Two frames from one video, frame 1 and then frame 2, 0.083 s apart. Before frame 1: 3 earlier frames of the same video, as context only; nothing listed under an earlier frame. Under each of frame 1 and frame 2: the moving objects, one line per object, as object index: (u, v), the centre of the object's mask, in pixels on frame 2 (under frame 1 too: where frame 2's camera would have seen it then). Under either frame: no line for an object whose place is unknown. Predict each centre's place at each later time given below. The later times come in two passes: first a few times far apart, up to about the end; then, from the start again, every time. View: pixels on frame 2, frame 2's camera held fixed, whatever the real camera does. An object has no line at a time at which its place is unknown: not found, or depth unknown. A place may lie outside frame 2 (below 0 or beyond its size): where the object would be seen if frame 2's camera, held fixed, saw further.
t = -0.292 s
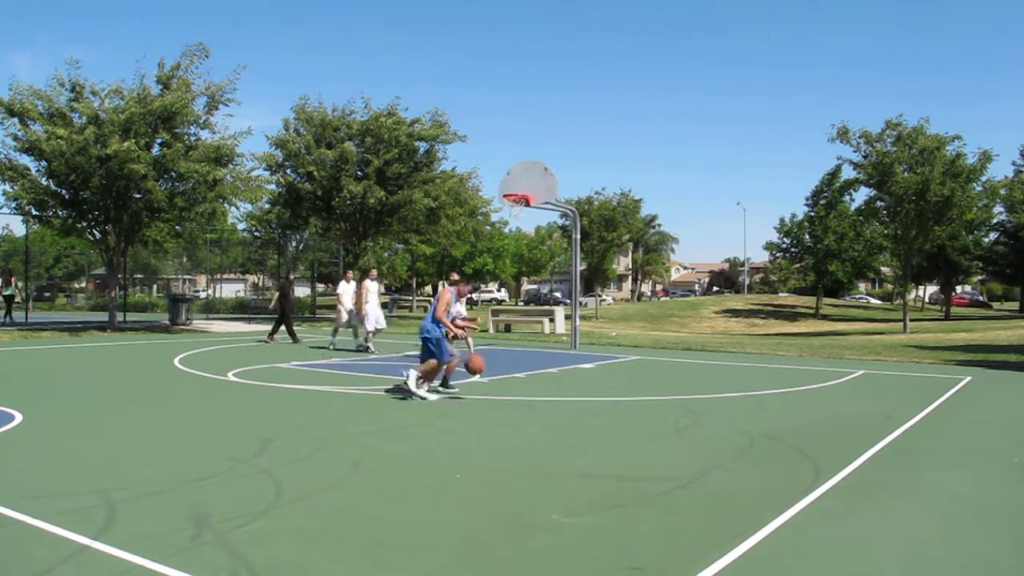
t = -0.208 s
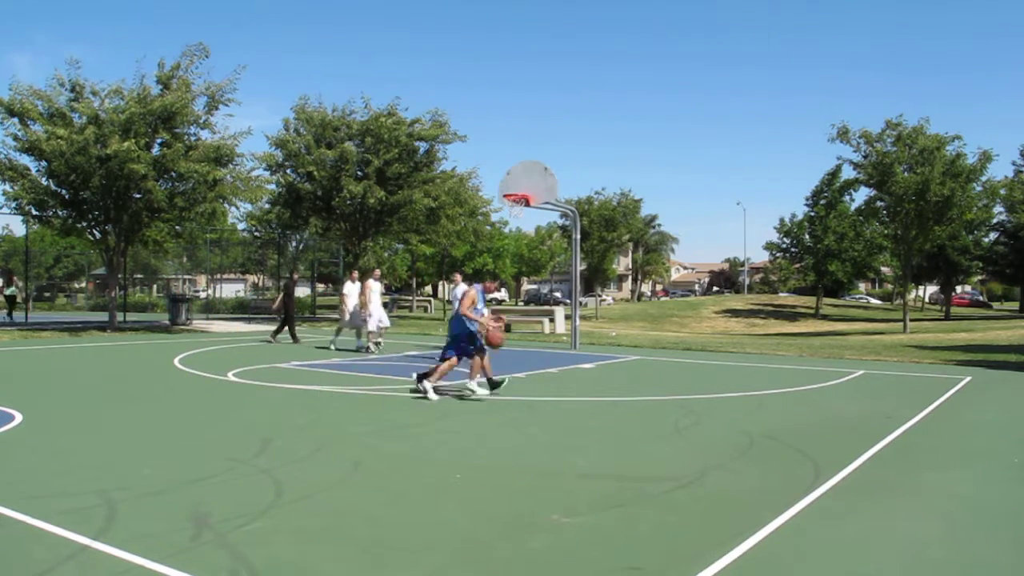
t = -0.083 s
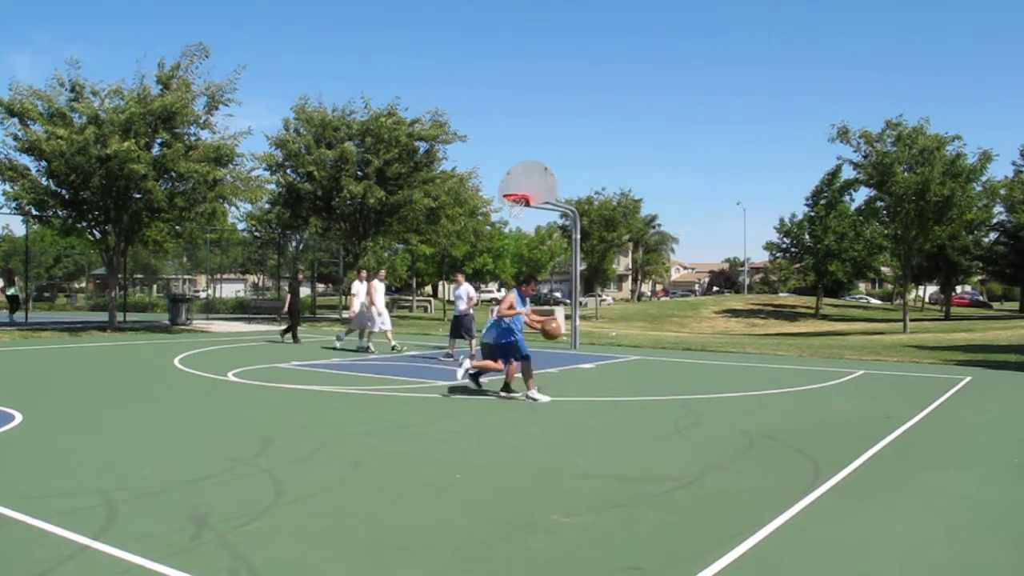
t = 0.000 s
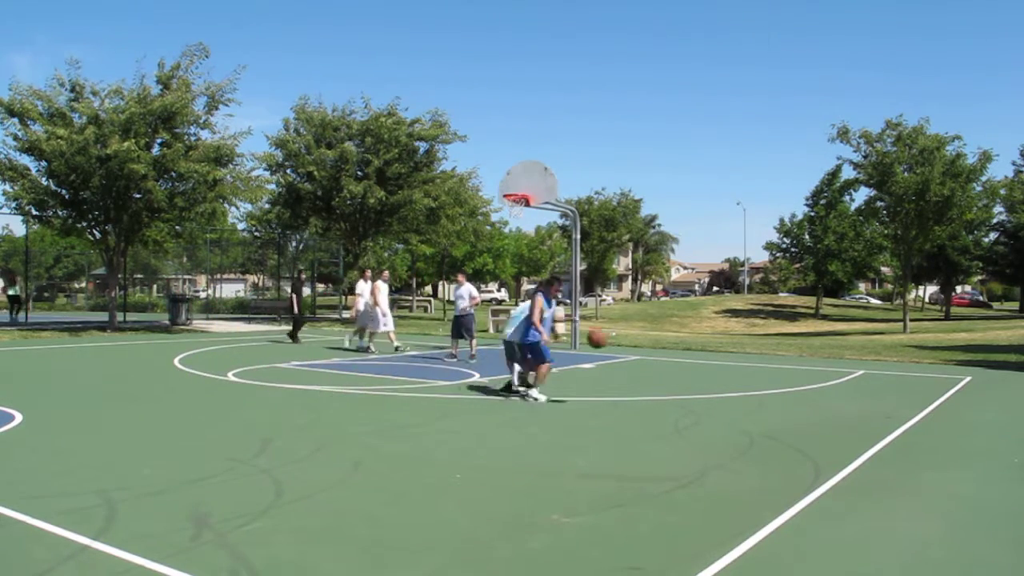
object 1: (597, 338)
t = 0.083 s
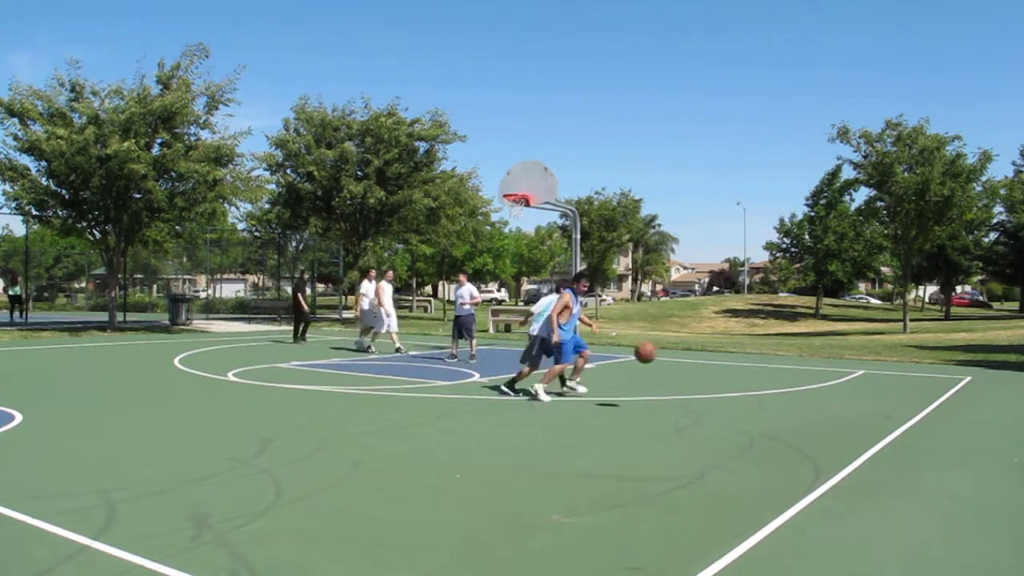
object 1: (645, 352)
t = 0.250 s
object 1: (743, 402)
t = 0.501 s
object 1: (841, 354)
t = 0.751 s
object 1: (935, 355)
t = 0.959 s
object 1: (1011, 400)
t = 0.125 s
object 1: (669, 361)
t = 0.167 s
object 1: (693, 373)
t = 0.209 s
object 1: (718, 387)
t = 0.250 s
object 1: (743, 402)
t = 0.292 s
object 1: (761, 396)
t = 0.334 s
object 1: (776, 385)
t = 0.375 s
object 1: (794, 374)
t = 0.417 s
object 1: (809, 366)
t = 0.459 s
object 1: (826, 358)
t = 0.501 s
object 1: (841, 354)
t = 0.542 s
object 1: (857, 349)
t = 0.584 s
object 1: (873, 347)
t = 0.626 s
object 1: (890, 347)
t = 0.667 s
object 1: (904, 348)
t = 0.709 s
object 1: (919, 352)
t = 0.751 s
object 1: (935, 355)
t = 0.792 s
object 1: (951, 361)
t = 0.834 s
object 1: (966, 368)
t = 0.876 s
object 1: (981, 378)
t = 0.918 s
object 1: (995, 388)
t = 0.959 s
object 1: (1011, 400)
